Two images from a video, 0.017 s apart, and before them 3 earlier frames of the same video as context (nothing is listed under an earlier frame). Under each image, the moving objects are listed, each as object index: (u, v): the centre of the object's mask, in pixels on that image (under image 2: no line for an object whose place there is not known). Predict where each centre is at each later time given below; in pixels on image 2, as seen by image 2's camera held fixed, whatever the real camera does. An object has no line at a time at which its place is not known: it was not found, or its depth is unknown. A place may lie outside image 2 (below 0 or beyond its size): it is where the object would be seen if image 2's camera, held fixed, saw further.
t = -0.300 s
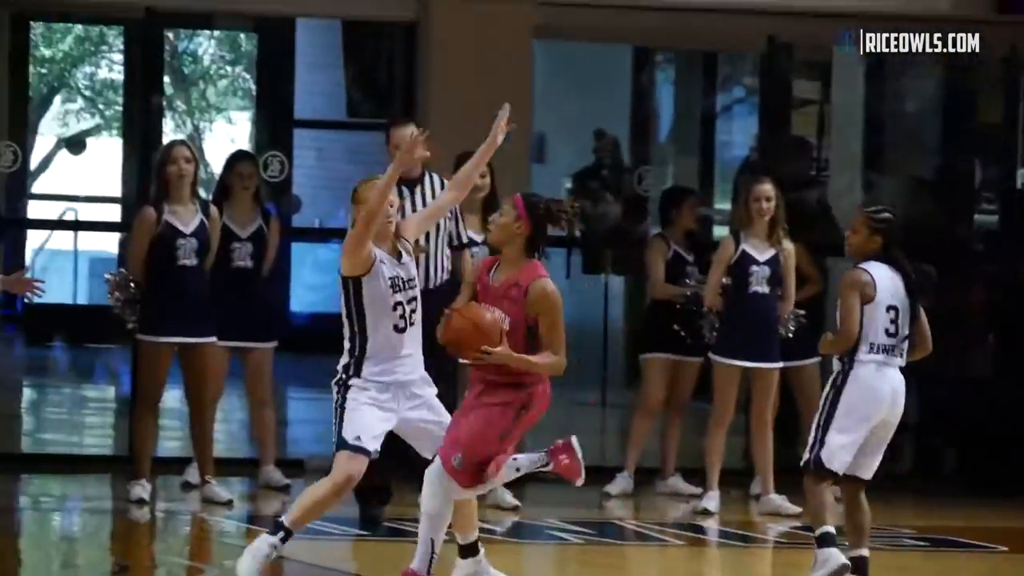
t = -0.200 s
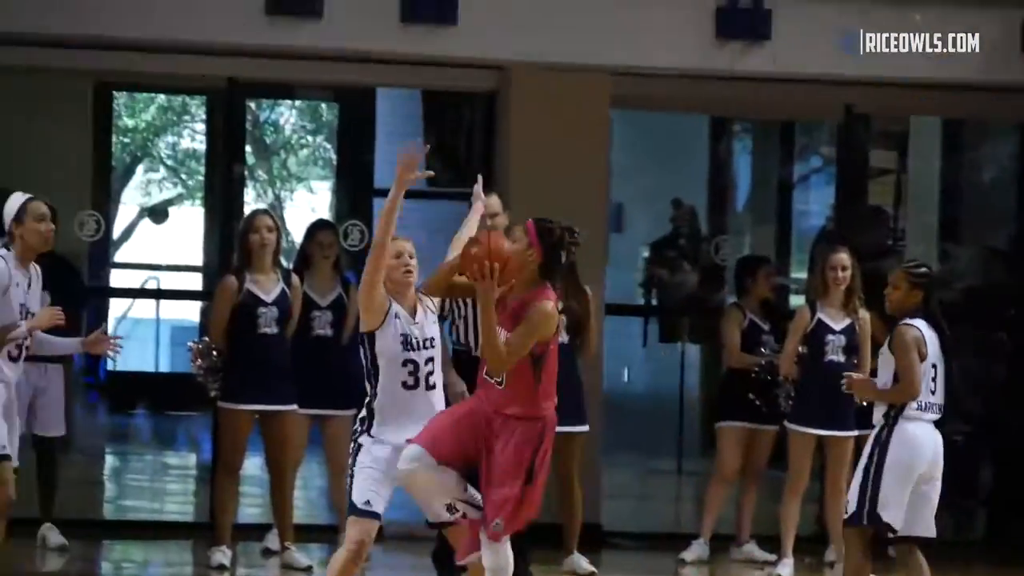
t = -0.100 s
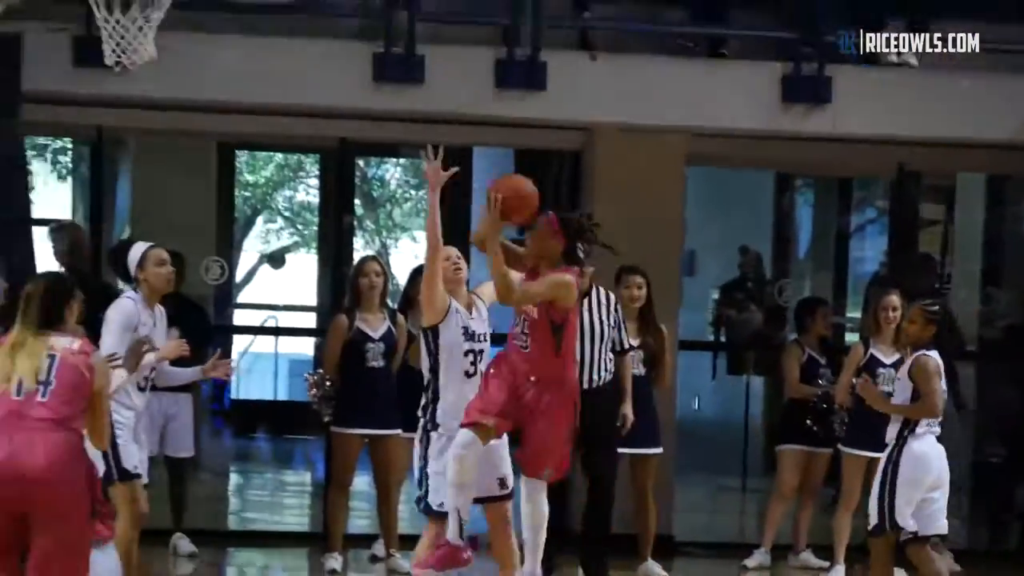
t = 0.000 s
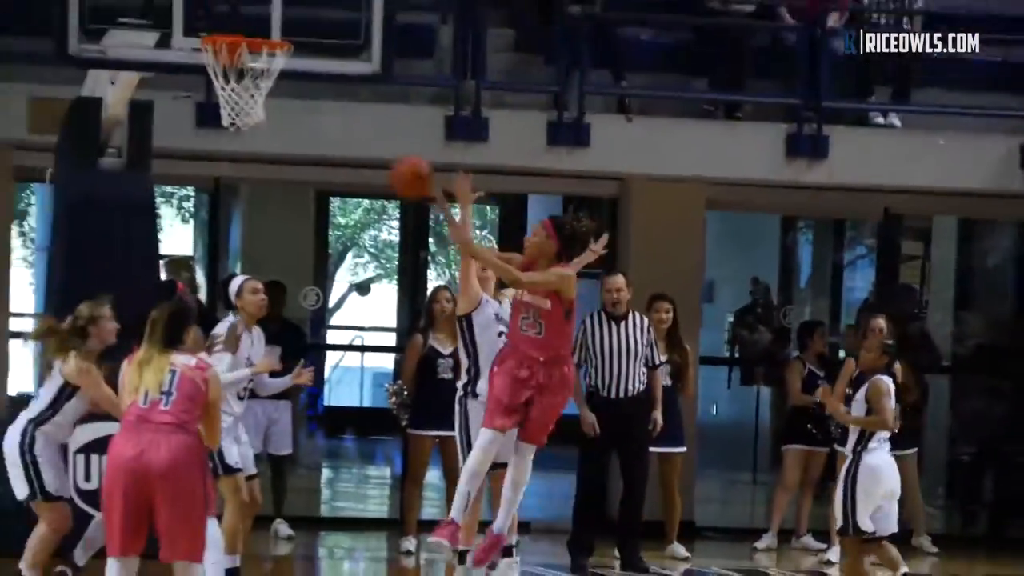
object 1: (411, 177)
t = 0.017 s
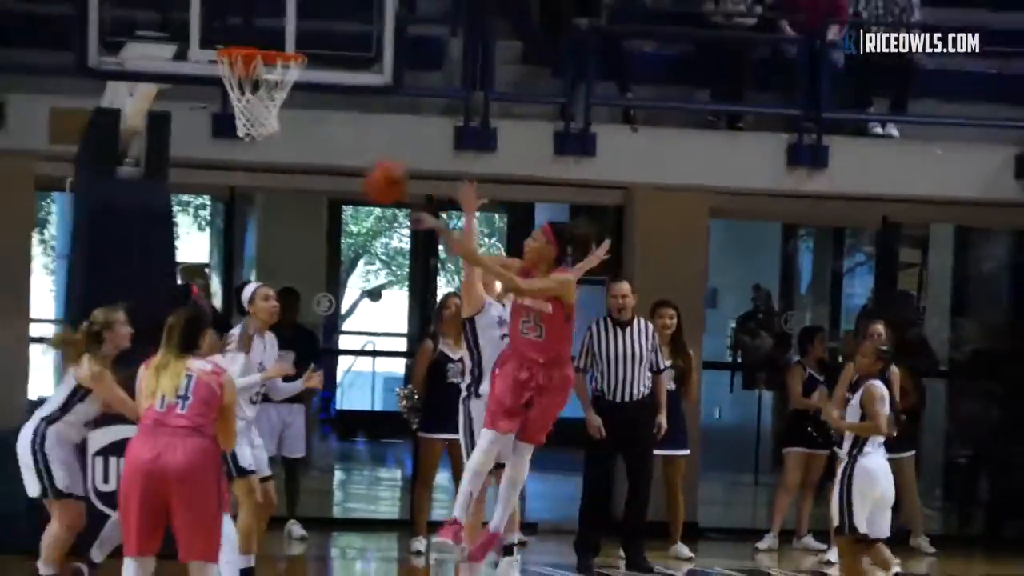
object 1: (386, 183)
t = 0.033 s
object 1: (351, 177)
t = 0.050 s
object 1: (316, 174)
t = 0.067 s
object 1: (277, 171)
